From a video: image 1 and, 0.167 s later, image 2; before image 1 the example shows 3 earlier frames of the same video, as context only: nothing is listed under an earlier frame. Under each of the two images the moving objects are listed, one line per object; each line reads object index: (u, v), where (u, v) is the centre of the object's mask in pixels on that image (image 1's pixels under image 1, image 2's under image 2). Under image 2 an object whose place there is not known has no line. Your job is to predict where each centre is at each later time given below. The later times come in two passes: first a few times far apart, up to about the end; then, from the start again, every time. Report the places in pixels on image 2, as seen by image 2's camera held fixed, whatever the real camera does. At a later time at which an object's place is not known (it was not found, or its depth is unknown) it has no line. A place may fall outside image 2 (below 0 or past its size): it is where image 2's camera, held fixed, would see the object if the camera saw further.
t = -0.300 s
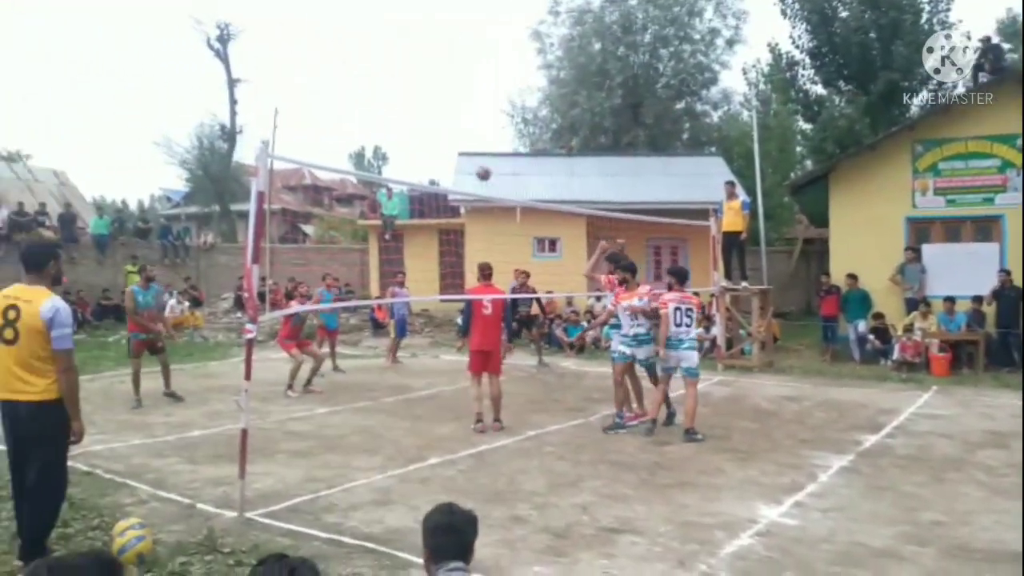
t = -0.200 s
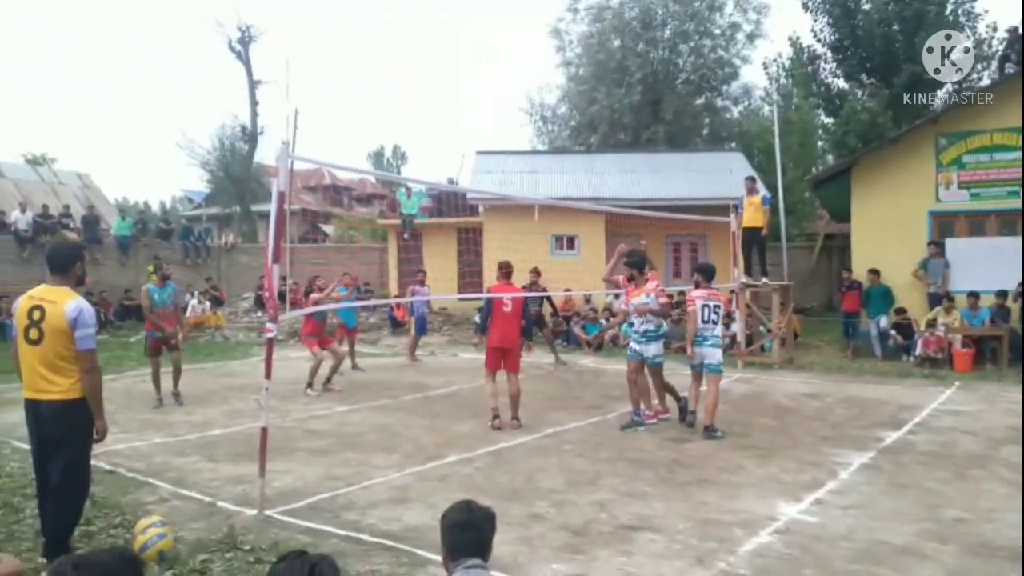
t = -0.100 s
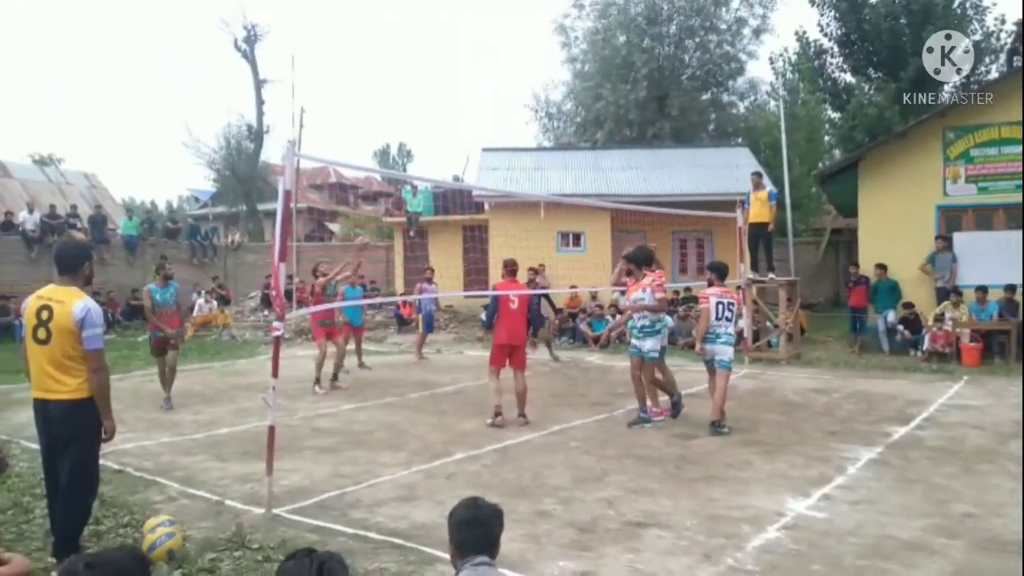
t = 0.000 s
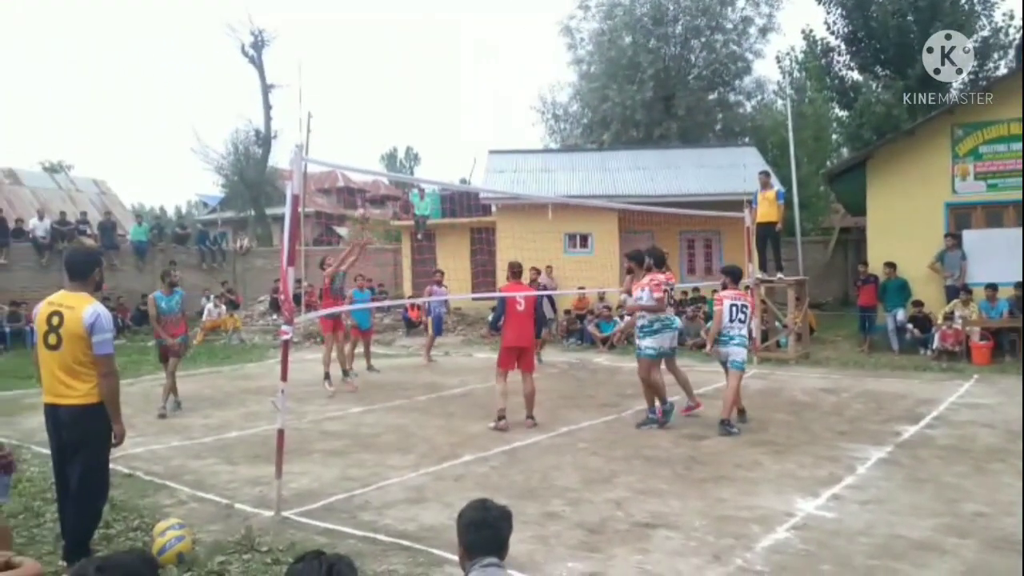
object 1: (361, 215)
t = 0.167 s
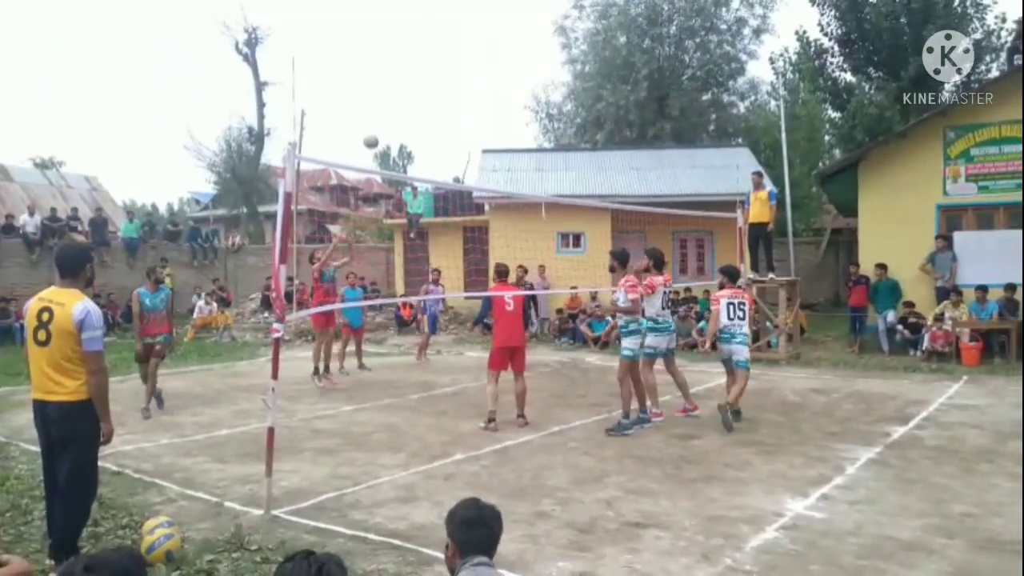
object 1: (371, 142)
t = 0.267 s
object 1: (381, 106)
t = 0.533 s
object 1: (411, 45)
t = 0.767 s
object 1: (440, 36)
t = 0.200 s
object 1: (374, 129)
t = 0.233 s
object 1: (377, 117)
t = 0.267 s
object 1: (381, 106)
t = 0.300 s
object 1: (384, 96)
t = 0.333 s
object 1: (388, 86)
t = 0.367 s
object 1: (392, 77)
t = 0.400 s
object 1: (395, 70)
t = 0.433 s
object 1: (400, 62)
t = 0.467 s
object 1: (403, 55)
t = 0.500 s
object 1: (406, 50)
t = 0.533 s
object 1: (411, 45)
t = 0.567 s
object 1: (415, 42)
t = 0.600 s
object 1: (419, 38)
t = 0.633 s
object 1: (423, 36)
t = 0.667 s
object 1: (427, 35)
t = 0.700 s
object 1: (431, 34)
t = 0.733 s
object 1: (436, 34)
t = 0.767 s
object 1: (440, 36)
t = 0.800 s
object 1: (445, 37)
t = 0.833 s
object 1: (449, 41)
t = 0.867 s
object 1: (454, 44)
